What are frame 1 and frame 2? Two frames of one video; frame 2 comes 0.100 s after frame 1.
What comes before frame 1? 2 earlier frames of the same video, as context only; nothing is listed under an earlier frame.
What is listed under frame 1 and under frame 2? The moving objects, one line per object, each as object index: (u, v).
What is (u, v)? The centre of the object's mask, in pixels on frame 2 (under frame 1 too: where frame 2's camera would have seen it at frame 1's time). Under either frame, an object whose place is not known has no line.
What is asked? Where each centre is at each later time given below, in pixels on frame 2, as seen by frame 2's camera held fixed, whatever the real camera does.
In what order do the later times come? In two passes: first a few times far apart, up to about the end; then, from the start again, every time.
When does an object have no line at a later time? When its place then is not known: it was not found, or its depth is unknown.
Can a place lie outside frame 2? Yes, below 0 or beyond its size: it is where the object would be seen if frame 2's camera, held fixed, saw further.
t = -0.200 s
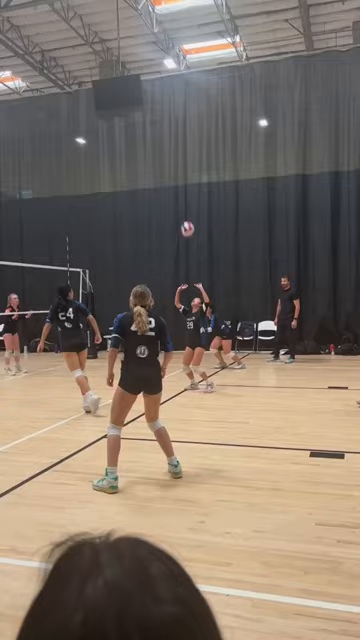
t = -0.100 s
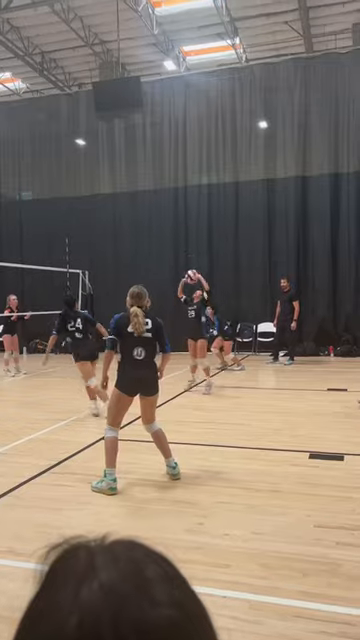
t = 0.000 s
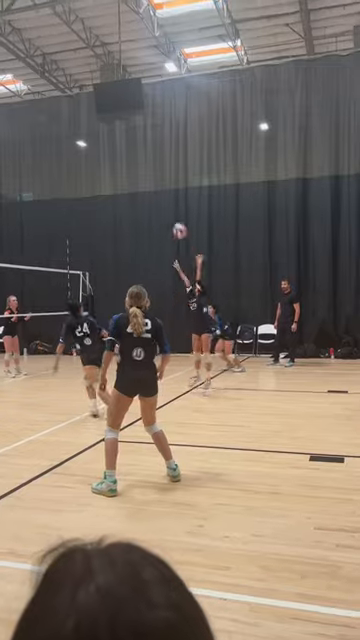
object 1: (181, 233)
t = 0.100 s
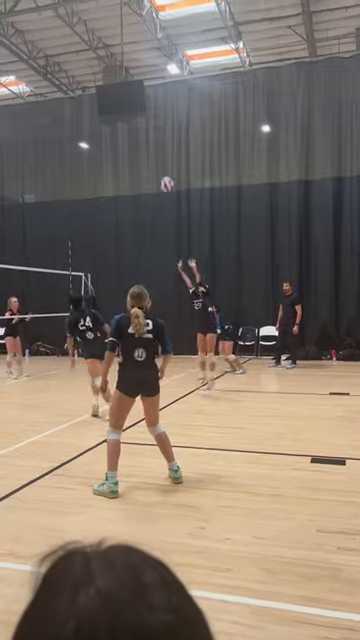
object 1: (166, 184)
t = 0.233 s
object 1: (148, 132)
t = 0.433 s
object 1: (123, 77)
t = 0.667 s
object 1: (95, 45)
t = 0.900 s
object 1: (66, 51)
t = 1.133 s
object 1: (38, 90)
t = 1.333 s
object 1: (15, 154)
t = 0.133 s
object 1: (162, 170)
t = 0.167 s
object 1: (157, 156)
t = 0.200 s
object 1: (153, 143)
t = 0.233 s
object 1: (148, 132)
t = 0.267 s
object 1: (145, 121)
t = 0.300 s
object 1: (140, 110)
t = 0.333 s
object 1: (136, 101)
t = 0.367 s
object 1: (131, 92)
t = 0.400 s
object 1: (127, 84)
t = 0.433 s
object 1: (123, 77)
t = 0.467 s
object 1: (118, 70)
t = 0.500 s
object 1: (114, 63)
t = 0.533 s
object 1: (110, 59)
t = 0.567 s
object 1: (105, 54)
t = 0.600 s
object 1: (102, 52)
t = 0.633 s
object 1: (98, 46)
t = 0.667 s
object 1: (95, 45)
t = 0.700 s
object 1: (91, 44)
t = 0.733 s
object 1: (86, 43)
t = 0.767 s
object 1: (83, 44)
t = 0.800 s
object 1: (79, 44)
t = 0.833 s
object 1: (74, 46)
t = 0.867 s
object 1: (70, 47)
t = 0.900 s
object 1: (66, 51)
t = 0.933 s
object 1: (63, 53)
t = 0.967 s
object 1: (59, 57)
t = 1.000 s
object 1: (54, 62)
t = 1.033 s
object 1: (51, 69)
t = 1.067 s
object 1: (47, 75)
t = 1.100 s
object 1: (42, 81)
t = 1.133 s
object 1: (38, 90)
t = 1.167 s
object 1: (34, 99)
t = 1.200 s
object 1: (30, 109)
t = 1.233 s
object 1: (26, 119)
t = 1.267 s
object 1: (22, 130)
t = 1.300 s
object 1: (19, 142)
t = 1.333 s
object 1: (15, 154)
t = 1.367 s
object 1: (11, 166)
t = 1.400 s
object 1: (7, 180)
